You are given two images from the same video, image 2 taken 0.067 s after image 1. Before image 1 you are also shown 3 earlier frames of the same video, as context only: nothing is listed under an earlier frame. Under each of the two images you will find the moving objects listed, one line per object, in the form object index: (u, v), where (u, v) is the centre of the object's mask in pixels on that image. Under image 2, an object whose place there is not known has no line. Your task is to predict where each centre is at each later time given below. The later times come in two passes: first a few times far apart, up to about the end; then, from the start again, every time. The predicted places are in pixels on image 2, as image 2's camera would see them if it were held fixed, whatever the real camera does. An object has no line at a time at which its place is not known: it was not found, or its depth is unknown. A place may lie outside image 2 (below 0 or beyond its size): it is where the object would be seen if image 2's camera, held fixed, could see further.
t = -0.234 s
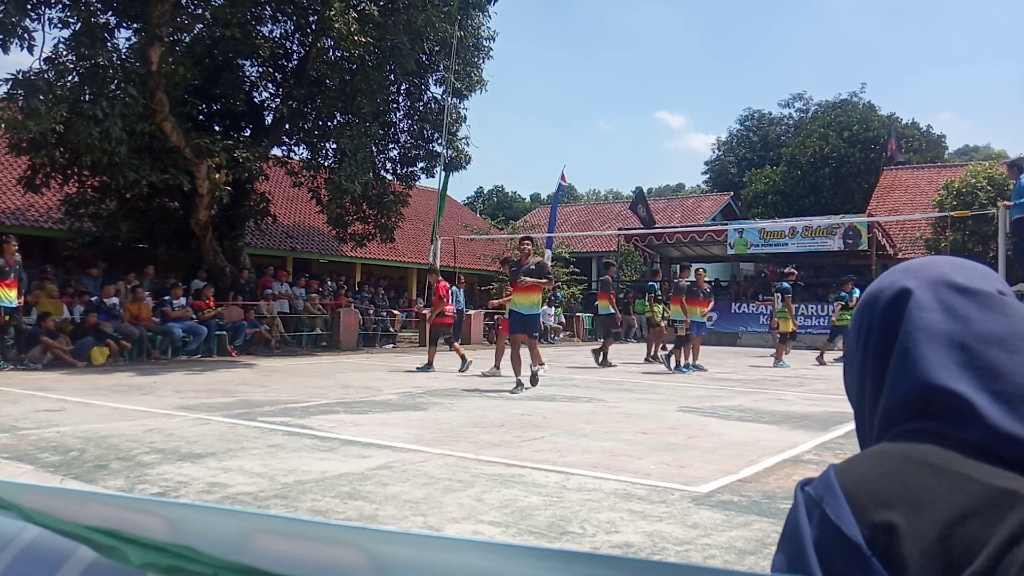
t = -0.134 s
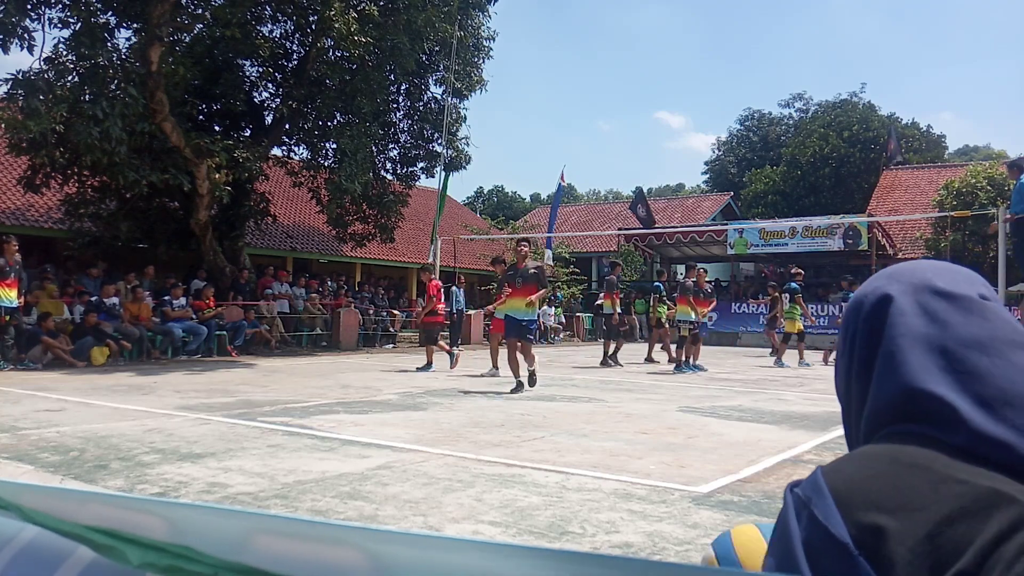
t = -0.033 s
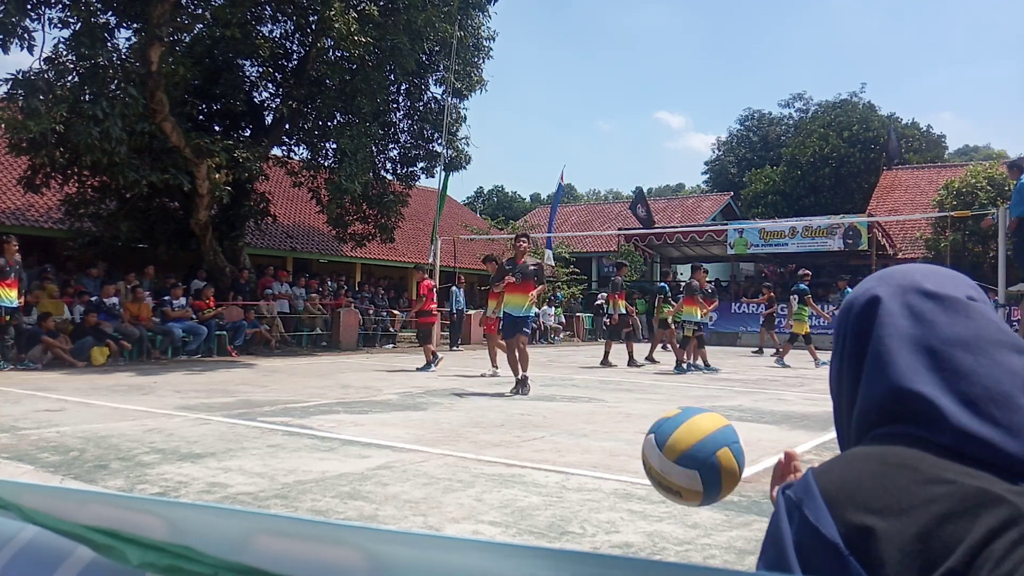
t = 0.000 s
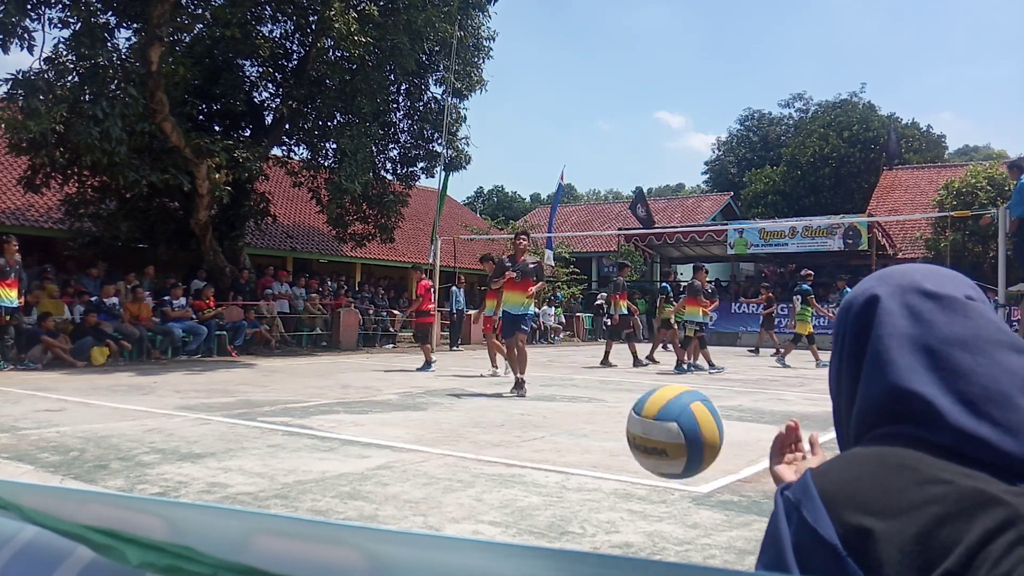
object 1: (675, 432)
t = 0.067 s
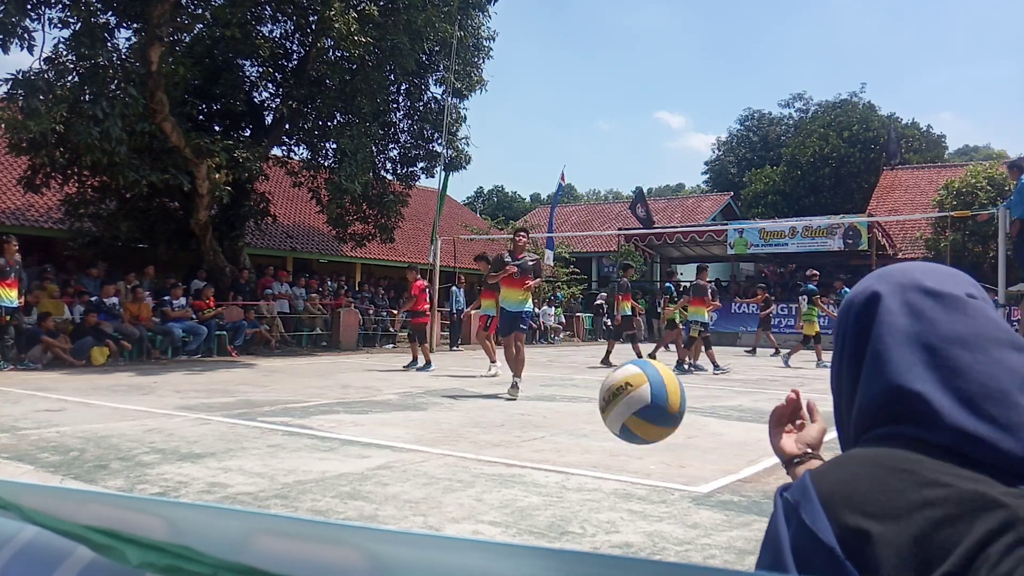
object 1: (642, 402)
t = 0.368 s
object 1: (543, 467)
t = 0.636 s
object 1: (502, 408)
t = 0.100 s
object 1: (628, 394)
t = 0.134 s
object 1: (614, 392)
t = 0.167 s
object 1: (602, 393)
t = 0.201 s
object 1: (591, 399)
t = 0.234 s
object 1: (580, 407)
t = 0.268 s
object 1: (570, 418)
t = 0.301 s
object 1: (560, 432)
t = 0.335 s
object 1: (551, 448)
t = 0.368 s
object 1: (543, 467)
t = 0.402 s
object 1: (535, 488)
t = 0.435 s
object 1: (527, 511)
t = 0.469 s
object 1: (522, 509)
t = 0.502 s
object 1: (518, 482)
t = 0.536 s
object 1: (513, 458)
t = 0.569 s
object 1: (510, 439)
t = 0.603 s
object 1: (506, 422)
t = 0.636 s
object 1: (502, 408)
